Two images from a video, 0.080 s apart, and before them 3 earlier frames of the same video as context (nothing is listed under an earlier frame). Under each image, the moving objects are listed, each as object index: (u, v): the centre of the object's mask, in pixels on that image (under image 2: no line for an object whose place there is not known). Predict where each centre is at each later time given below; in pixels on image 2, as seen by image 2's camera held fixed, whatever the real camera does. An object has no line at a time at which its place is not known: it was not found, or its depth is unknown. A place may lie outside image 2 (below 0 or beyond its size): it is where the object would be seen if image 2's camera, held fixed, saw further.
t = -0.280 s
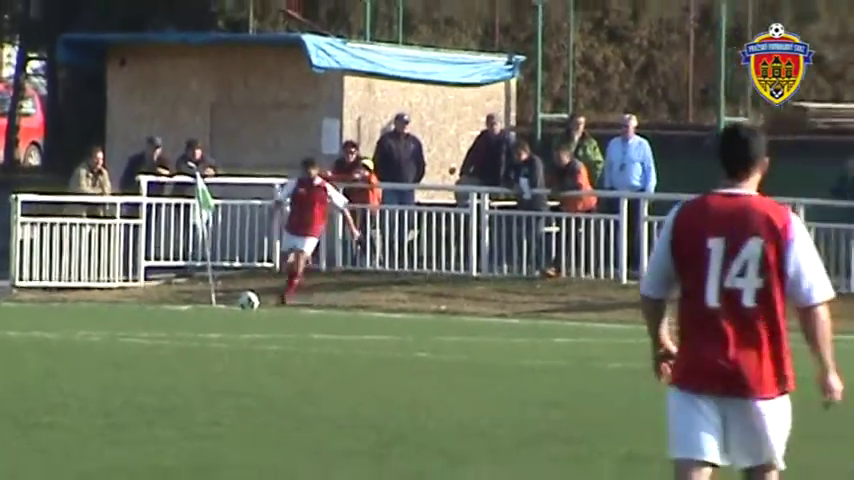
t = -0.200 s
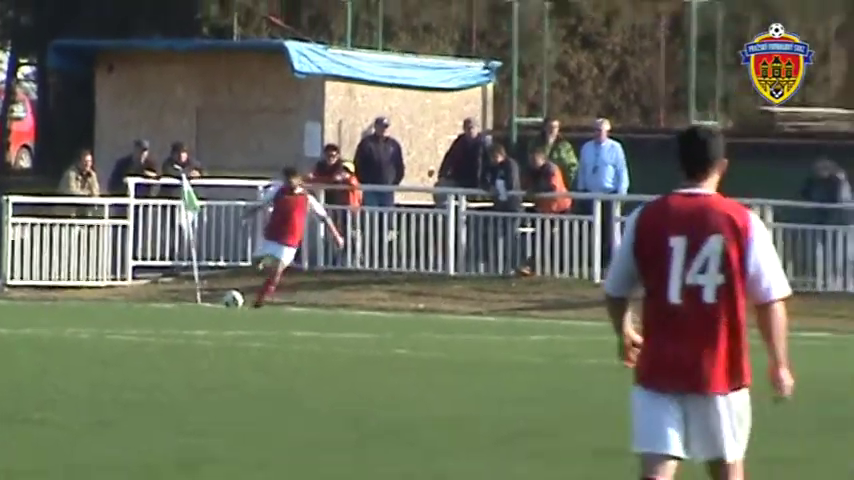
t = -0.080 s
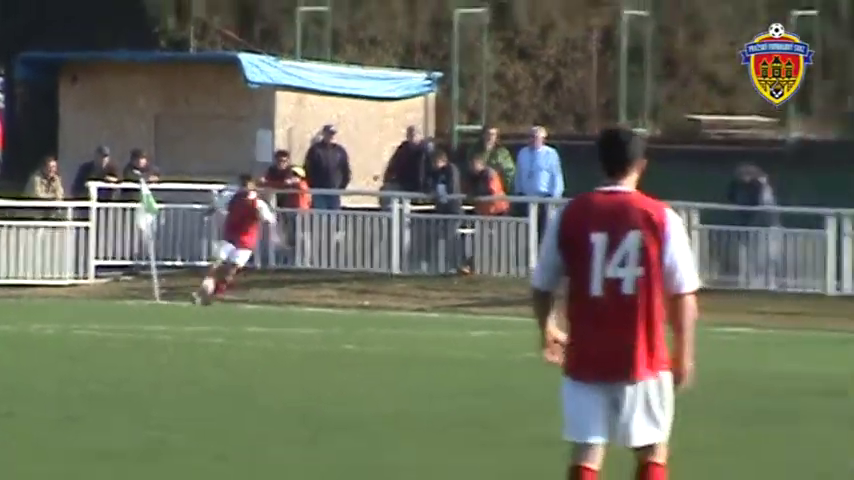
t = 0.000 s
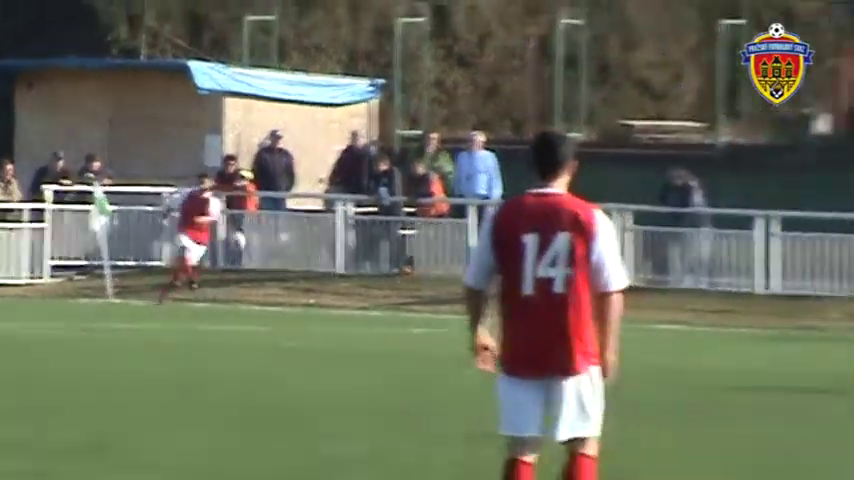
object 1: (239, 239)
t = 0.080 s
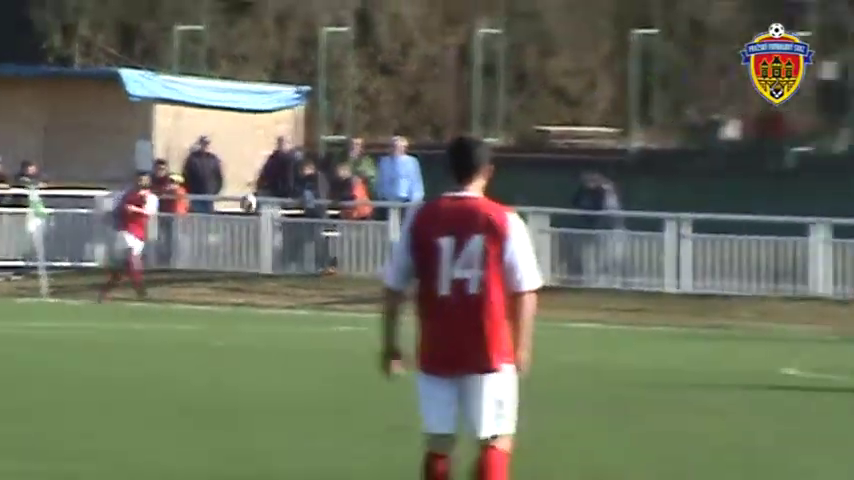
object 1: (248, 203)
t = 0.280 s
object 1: (469, 126)
